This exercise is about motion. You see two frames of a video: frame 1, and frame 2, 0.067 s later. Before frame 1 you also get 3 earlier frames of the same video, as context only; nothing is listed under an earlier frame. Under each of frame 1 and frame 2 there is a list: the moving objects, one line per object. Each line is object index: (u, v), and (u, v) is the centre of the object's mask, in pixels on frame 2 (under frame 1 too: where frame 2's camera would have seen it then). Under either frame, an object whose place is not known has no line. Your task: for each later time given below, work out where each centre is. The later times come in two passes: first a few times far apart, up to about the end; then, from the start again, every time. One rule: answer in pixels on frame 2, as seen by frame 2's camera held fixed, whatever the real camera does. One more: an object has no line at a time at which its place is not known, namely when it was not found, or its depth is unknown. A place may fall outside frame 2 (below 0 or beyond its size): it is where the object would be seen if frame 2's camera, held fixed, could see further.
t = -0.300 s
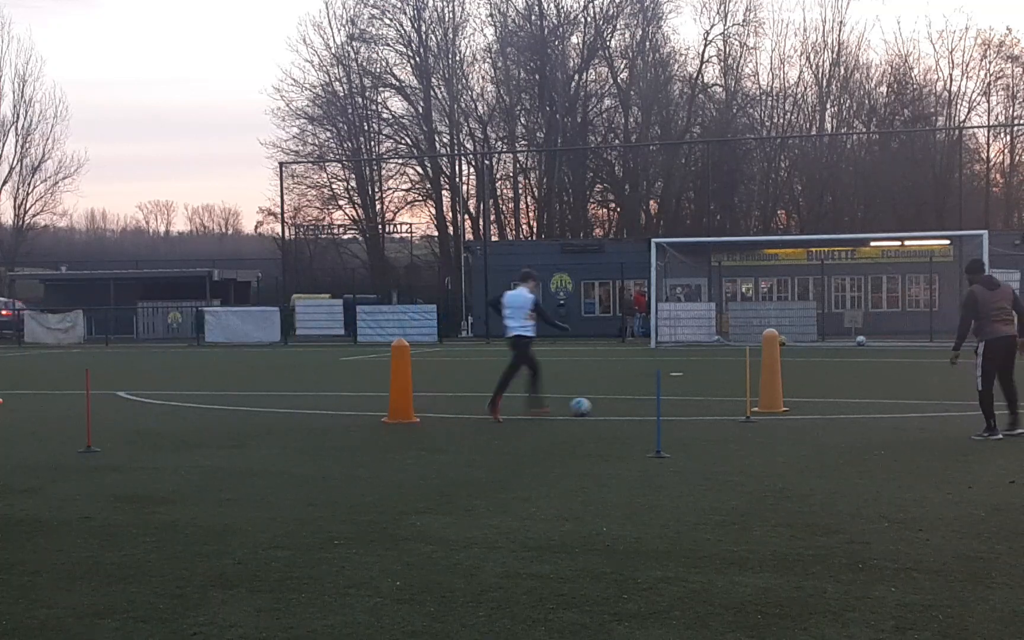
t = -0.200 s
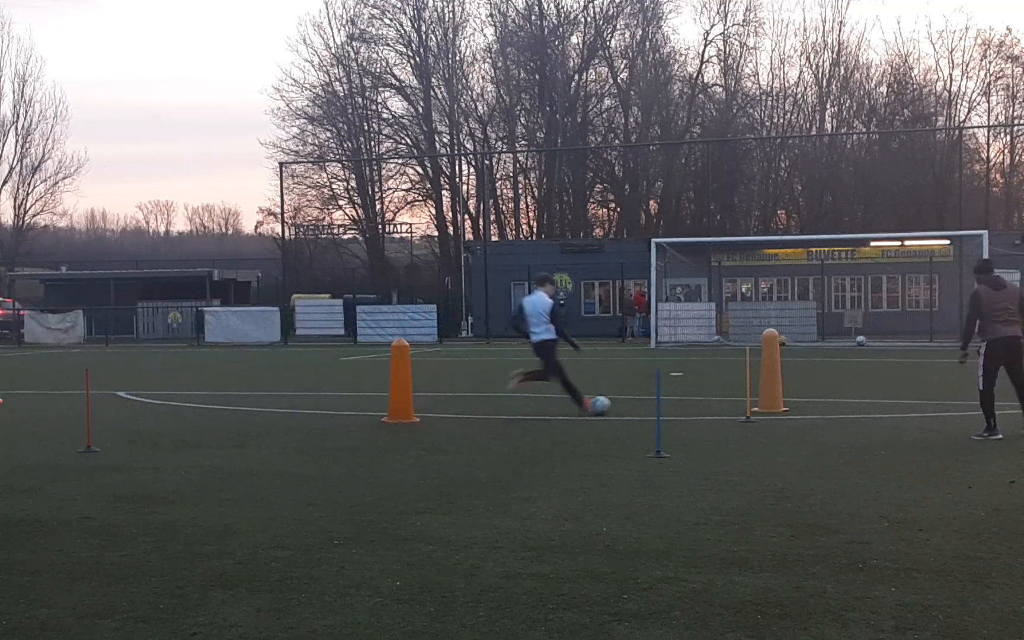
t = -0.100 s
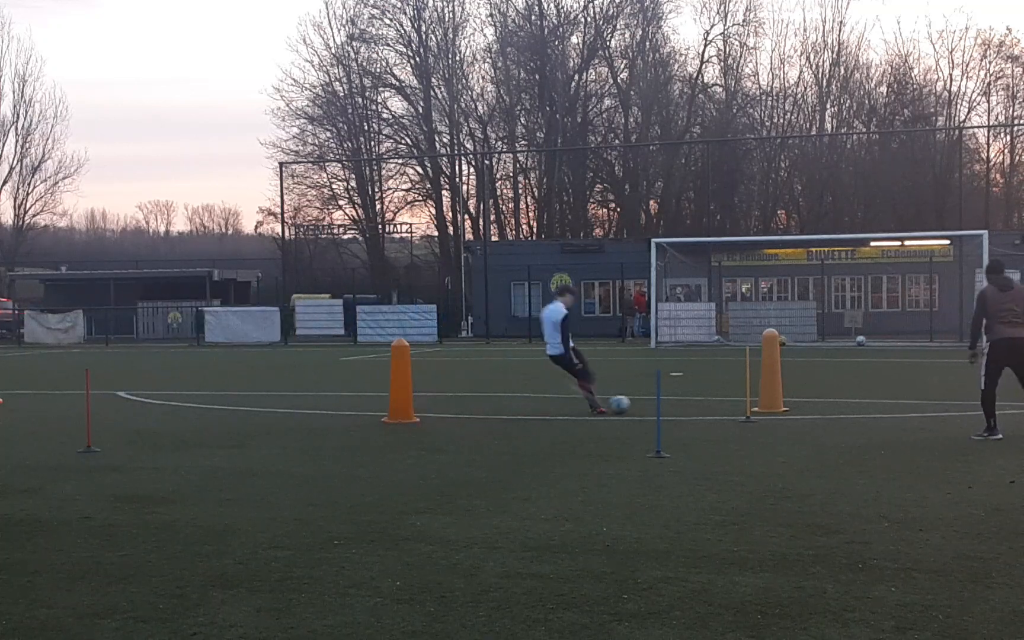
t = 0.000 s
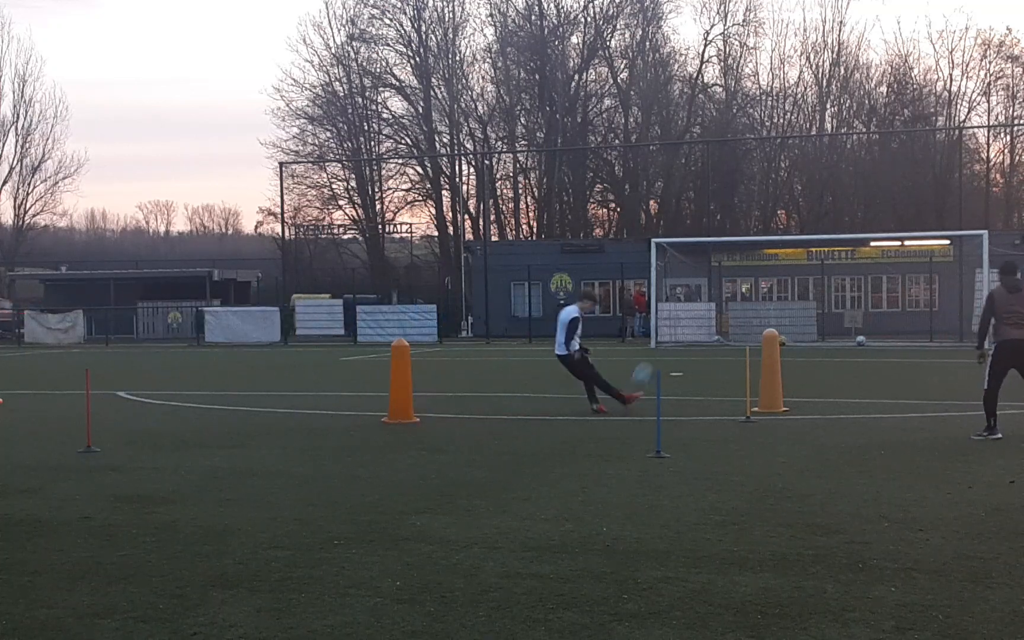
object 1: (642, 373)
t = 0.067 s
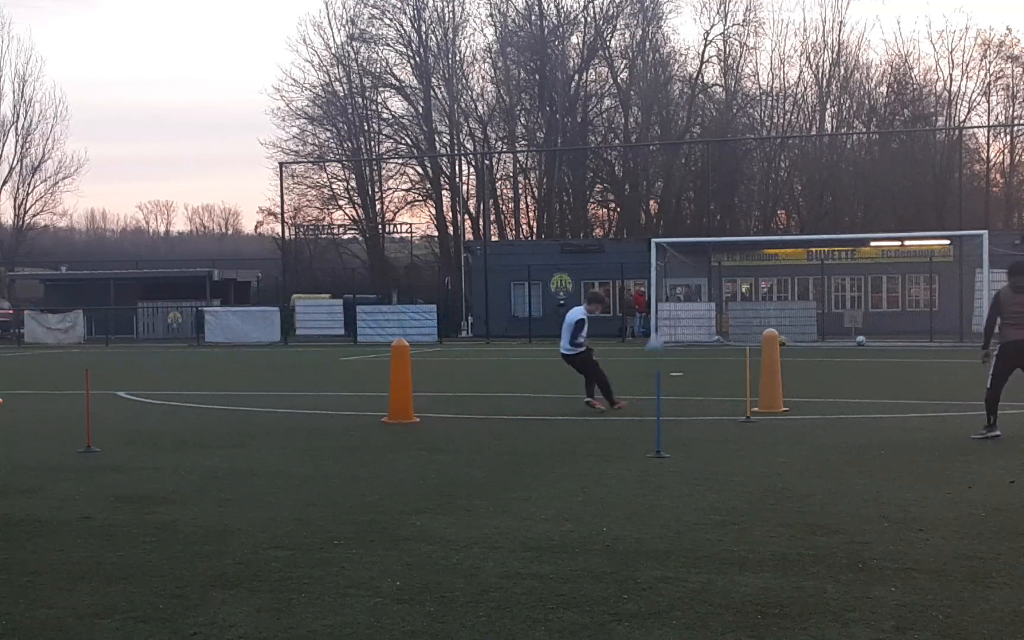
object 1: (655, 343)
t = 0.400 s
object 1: (688, 256)
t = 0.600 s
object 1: (691, 244)
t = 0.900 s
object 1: (684, 256)
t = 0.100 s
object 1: (661, 330)
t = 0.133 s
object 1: (666, 319)
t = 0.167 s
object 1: (669, 306)
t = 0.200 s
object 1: (675, 295)
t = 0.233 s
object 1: (677, 287)
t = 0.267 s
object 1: (680, 279)
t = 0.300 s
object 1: (683, 272)
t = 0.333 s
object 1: (685, 266)
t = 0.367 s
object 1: (686, 261)
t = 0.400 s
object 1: (688, 256)
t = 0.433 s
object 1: (689, 253)
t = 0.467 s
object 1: (690, 250)
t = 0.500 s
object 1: (690, 248)
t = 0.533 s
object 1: (691, 246)
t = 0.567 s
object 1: (691, 245)
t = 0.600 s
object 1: (691, 244)
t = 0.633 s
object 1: (691, 244)
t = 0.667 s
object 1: (690, 244)
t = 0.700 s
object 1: (690, 245)
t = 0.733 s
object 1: (689, 246)
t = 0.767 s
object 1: (688, 247)
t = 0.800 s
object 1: (688, 249)
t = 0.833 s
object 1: (687, 251)
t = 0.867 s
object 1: (686, 253)
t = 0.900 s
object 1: (684, 256)
